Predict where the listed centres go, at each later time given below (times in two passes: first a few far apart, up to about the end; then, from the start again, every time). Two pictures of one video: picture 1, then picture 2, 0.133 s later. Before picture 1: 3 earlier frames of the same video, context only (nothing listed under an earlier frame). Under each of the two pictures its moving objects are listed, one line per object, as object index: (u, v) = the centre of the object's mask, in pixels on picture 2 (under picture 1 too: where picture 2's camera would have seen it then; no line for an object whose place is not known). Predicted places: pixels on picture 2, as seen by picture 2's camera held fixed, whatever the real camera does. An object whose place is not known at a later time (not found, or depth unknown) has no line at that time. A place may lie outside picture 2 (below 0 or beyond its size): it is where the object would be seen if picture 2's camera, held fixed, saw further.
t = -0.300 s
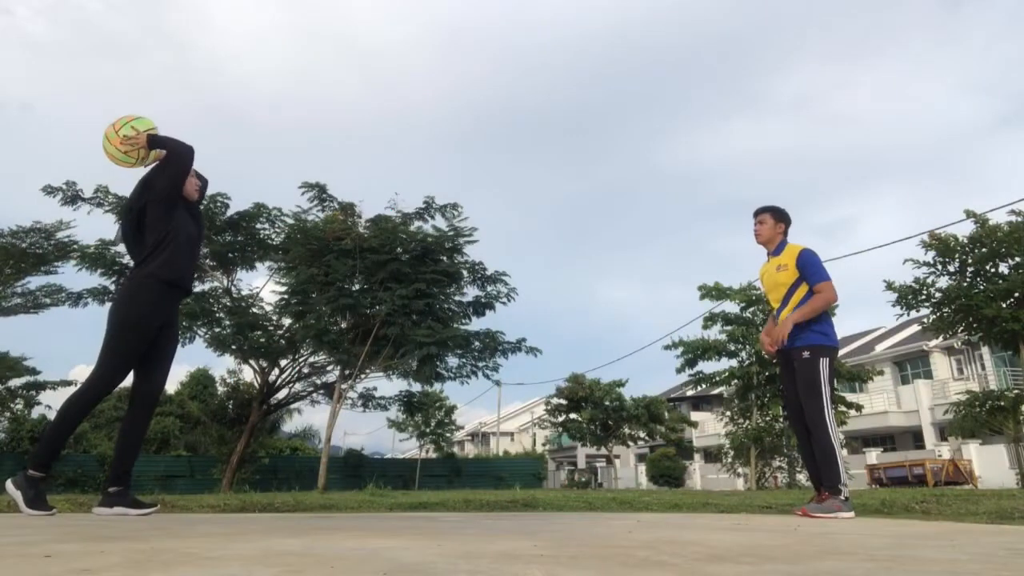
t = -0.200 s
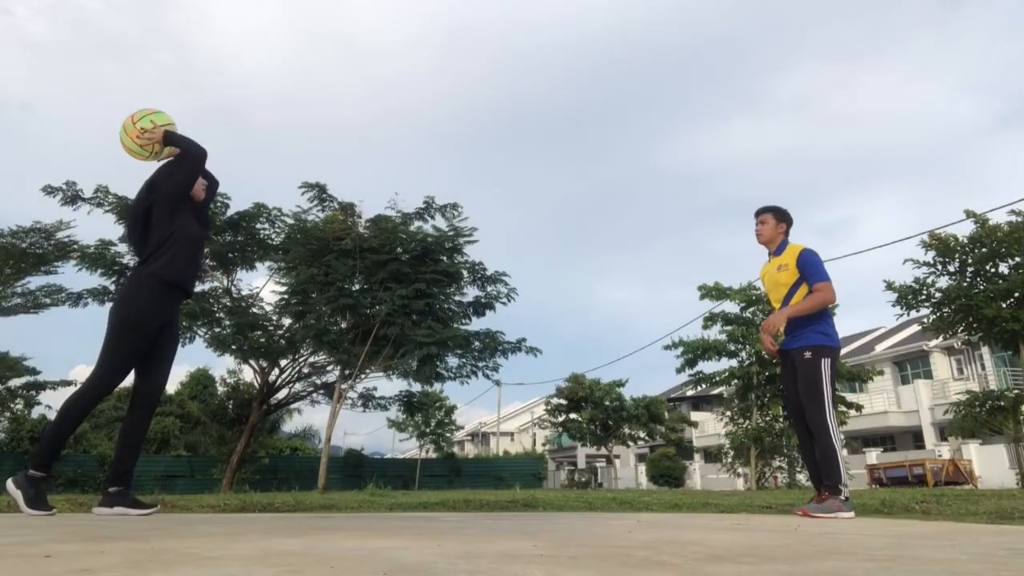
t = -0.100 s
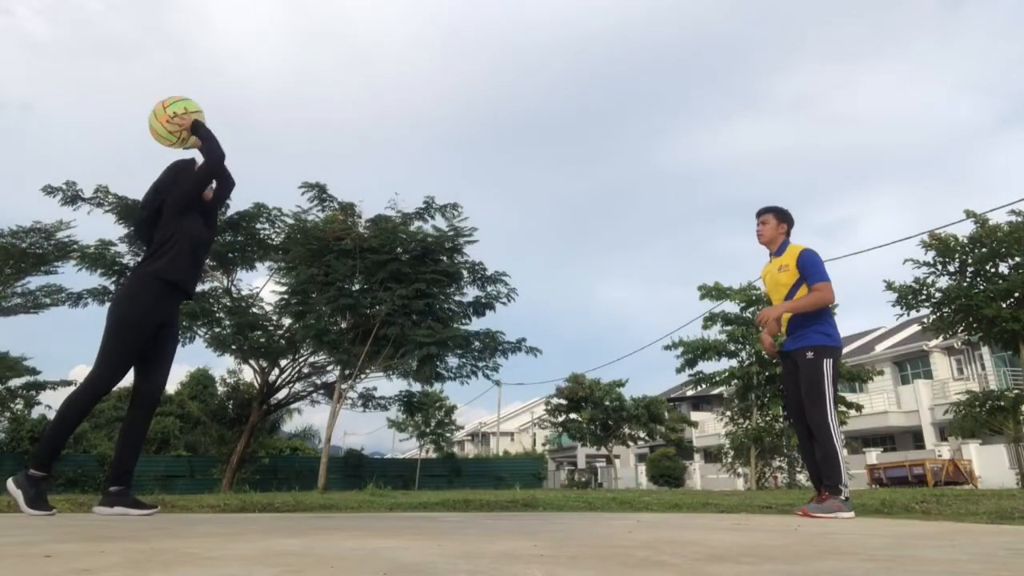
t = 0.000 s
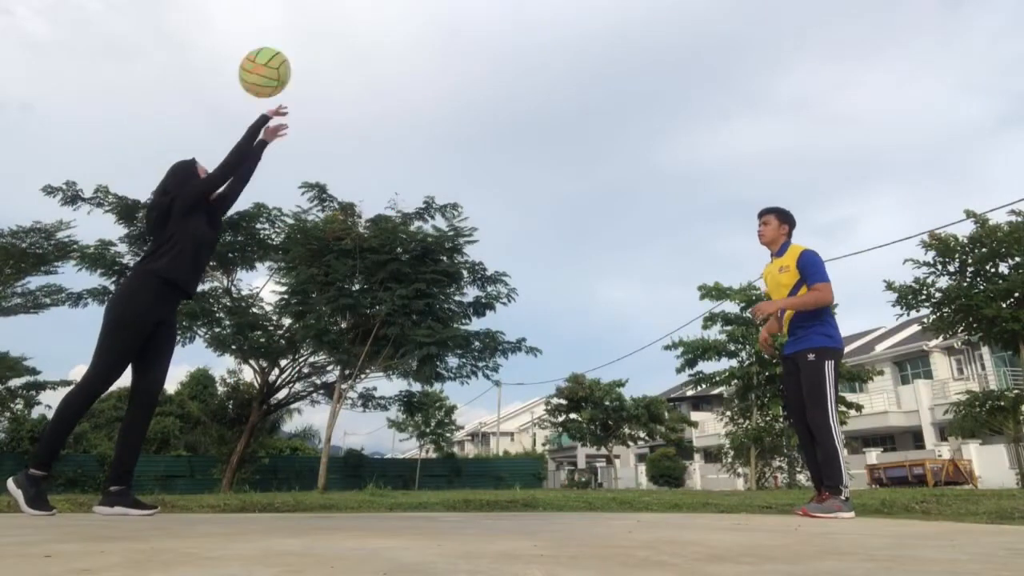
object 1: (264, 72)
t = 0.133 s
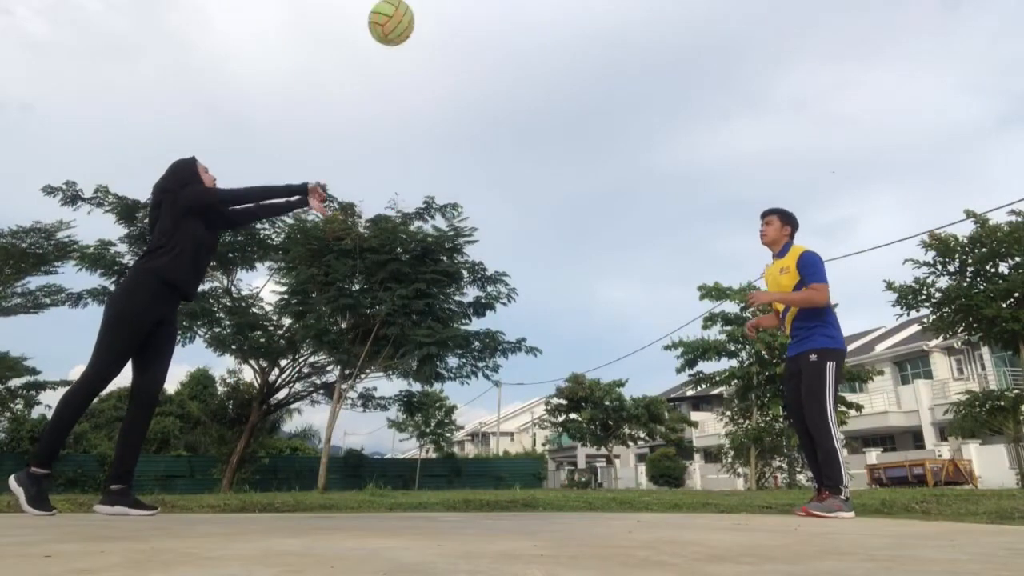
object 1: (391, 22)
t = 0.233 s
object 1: (469, 13)
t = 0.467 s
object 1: (625, 26)
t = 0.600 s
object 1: (705, 61)
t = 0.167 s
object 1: (418, 18)
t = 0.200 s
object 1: (445, 15)
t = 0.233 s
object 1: (469, 13)
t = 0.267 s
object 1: (493, 12)
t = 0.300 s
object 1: (516, 12)
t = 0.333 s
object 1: (539, 13)
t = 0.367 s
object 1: (561, 14)
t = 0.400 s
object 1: (583, 17)
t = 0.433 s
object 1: (604, 20)
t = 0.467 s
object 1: (625, 26)
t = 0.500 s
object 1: (645, 33)
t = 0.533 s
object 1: (665, 41)
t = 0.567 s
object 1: (686, 51)
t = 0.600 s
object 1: (705, 61)
